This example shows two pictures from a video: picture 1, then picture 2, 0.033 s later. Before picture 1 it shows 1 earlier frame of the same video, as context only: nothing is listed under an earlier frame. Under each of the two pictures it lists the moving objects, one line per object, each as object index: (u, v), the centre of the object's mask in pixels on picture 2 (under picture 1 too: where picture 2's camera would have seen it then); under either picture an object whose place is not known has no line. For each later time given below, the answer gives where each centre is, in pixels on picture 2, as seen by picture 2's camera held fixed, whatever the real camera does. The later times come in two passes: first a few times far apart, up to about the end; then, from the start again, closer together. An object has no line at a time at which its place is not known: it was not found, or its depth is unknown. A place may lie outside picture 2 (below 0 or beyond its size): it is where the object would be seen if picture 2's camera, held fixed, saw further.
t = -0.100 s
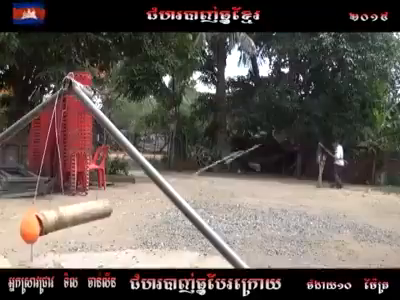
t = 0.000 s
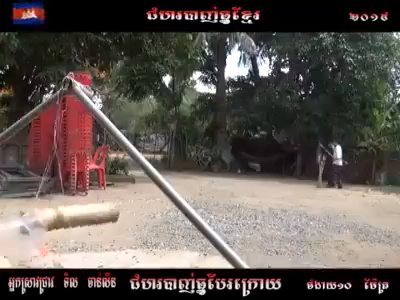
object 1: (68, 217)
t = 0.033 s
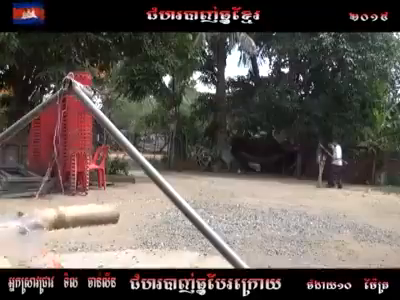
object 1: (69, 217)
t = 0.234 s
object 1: (55, 217)
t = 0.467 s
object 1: (50, 218)
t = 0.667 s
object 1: (59, 220)
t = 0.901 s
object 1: (74, 211)
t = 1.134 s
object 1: (71, 211)
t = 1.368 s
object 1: (58, 218)
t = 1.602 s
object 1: (52, 217)
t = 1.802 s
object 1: (49, 219)
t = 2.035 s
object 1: (63, 219)
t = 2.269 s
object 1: (74, 210)
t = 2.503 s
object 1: (68, 213)
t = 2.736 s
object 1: (55, 218)
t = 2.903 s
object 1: (51, 218)
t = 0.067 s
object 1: (65, 217)
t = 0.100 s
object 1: (61, 218)
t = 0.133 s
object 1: (60, 218)
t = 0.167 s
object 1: (58, 218)
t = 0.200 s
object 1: (55, 218)
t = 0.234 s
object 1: (55, 217)
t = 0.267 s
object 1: (53, 217)
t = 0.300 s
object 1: (53, 217)
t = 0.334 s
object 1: (52, 217)
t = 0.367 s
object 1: (52, 217)
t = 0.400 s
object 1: (51, 217)
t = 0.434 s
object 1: (51, 218)
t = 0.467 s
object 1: (50, 218)
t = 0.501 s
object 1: (50, 219)
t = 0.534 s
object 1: (51, 219)
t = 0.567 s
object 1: (52, 220)
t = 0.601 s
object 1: (54, 220)
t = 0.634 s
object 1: (57, 220)
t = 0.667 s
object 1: (59, 220)
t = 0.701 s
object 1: (62, 219)
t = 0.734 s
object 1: (65, 218)
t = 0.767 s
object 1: (67, 217)
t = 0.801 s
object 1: (70, 215)
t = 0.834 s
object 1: (72, 213)
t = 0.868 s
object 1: (73, 212)
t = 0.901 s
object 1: (74, 211)
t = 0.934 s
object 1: (75, 210)
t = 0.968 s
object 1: (75, 210)
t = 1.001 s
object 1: (75, 210)
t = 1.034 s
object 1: (74, 210)
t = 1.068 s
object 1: (73, 210)
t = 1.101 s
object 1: (73, 210)
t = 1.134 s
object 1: (71, 211)
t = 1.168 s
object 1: (70, 212)
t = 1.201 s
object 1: (68, 213)
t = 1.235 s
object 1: (66, 214)
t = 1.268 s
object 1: (64, 216)
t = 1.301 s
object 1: (62, 217)
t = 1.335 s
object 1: (61, 217)
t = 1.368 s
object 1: (58, 218)
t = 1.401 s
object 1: (57, 218)
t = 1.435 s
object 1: (55, 218)
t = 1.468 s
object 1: (54, 218)
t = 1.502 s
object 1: (53, 218)
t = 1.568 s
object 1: (52, 217)
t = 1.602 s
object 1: (52, 217)
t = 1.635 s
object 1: (51, 217)
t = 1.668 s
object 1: (51, 217)
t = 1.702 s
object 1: (50, 217)
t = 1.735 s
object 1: (50, 218)
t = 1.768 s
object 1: (49, 218)
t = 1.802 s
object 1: (49, 219)
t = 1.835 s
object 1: (50, 219)
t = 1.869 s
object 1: (50, 219)
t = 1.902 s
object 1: (53, 220)
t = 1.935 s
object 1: (55, 220)
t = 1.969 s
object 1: (57, 220)
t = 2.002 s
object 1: (60, 219)
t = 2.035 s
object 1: (63, 219)
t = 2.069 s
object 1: (65, 218)
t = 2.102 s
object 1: (68, 216)
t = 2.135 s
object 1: (70, 214)
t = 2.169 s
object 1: (72, 214)
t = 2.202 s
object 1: (74, 212)
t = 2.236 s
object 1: (73, 211)
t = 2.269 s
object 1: (74, 210)
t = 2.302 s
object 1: (74, 210)
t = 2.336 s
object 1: (75, 210)
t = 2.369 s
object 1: (73, 210)
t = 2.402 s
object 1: (73, 211)
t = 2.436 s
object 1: (71, 211)
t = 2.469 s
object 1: (70, 212)
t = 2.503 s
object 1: (68, 213)
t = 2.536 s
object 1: (67, 214)
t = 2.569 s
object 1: (65, 216)
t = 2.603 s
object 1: (62, 217)
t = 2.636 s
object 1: (61, 218)
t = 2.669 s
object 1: (58, 218)
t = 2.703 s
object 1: (56, 218)
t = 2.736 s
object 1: (55, 218)
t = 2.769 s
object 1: (53, 218)
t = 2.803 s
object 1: (52, 218)
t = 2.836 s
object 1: (52, 218)
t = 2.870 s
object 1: (52, 218)
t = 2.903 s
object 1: (51, 218)
